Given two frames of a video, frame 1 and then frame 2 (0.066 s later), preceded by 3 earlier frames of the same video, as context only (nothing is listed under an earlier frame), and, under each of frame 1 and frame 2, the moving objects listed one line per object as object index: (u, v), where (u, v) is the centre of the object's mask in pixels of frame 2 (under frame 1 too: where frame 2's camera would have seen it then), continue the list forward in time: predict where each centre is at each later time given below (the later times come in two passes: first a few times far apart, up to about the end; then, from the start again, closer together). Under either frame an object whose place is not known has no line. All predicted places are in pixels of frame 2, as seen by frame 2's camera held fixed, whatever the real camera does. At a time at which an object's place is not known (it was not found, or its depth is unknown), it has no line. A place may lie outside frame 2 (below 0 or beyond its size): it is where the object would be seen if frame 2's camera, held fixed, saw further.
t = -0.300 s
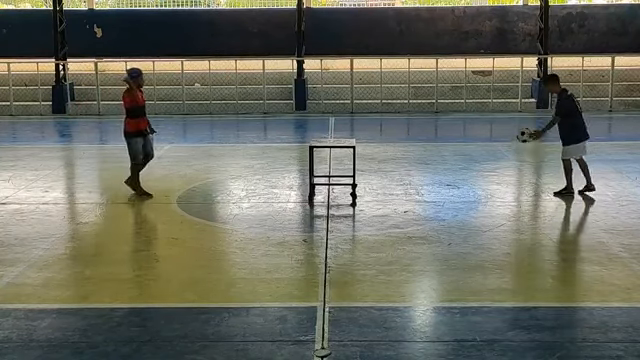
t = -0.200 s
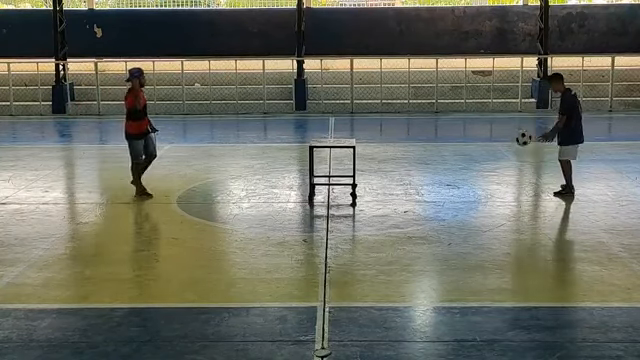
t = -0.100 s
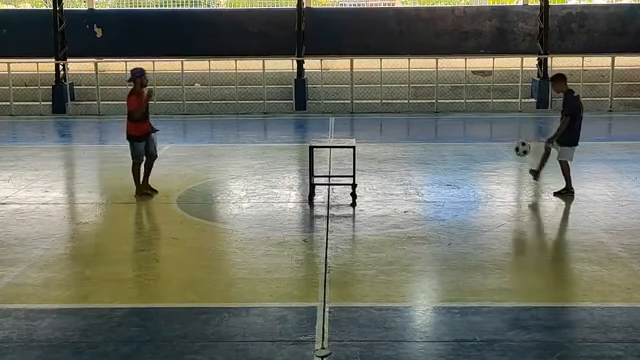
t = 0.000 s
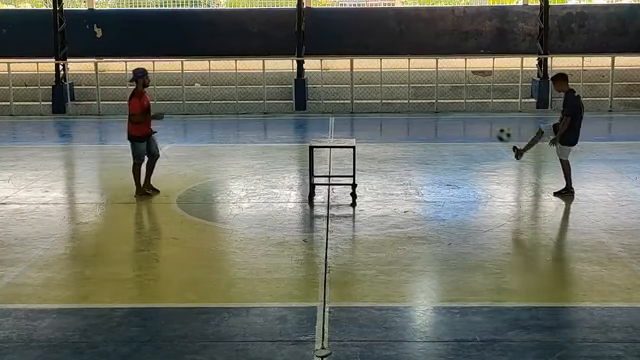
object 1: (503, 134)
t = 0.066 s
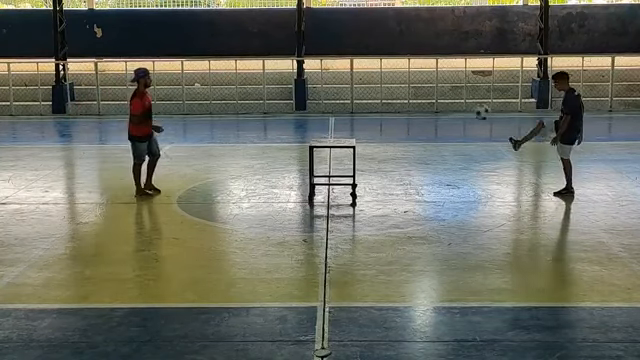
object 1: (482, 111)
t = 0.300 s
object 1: (407, 59)
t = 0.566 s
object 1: (318, 49)
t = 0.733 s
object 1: (263, 71)
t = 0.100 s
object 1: (472, 102)
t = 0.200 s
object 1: (439, 78)
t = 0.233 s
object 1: (428, 71)
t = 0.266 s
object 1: (417, 65)
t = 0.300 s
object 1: (407, 59)
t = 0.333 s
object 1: (395, 54)
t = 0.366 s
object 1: (384, 51)
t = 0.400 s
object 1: (373, 48)
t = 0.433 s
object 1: (362, 47)
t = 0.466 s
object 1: (351, 47)
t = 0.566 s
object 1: (318, 49)
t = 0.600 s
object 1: (307, 51)
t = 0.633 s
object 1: (296, 55)
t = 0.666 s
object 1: (285, 59)
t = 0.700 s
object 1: (274, 65)
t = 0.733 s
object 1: (263, 71)
